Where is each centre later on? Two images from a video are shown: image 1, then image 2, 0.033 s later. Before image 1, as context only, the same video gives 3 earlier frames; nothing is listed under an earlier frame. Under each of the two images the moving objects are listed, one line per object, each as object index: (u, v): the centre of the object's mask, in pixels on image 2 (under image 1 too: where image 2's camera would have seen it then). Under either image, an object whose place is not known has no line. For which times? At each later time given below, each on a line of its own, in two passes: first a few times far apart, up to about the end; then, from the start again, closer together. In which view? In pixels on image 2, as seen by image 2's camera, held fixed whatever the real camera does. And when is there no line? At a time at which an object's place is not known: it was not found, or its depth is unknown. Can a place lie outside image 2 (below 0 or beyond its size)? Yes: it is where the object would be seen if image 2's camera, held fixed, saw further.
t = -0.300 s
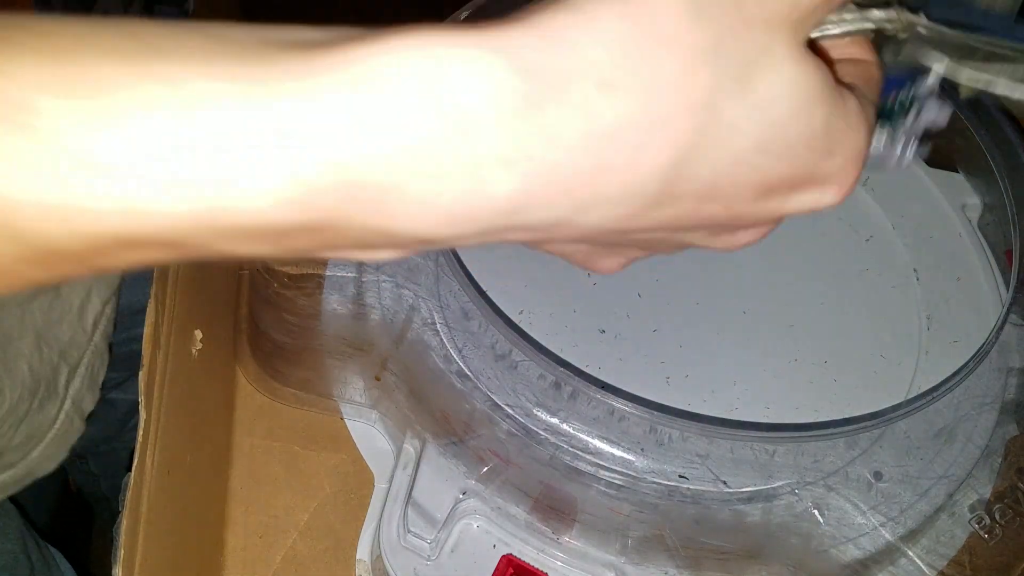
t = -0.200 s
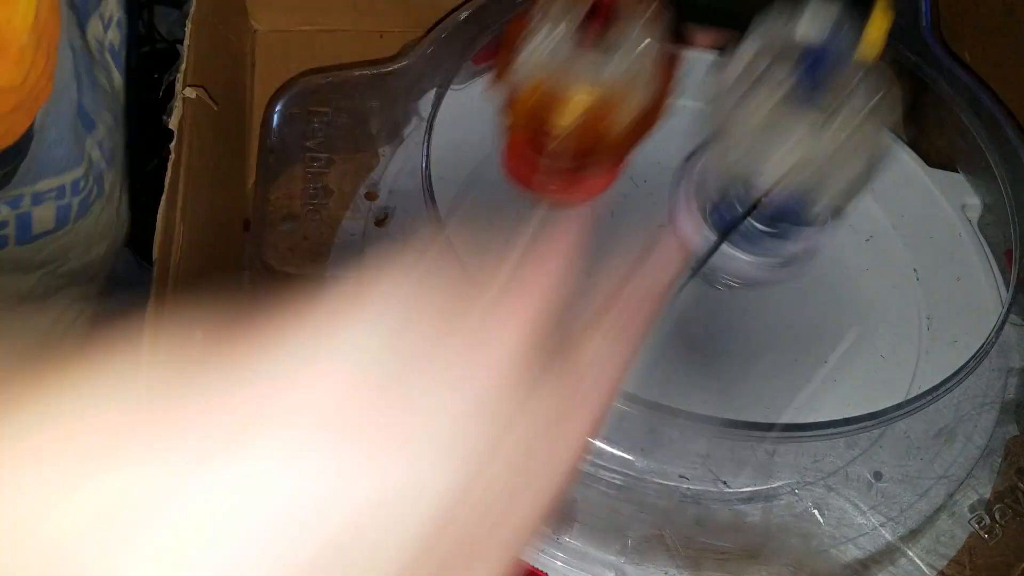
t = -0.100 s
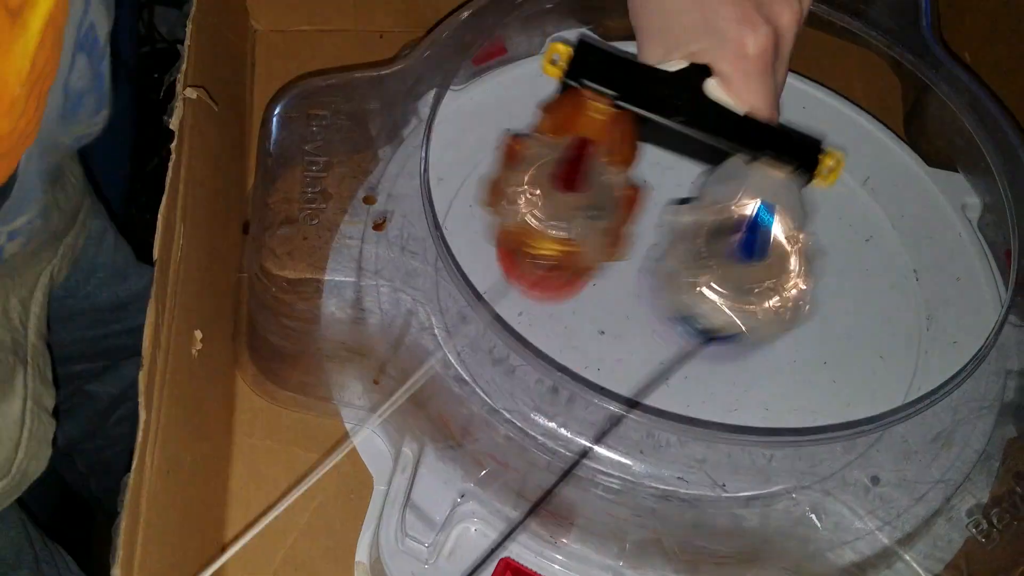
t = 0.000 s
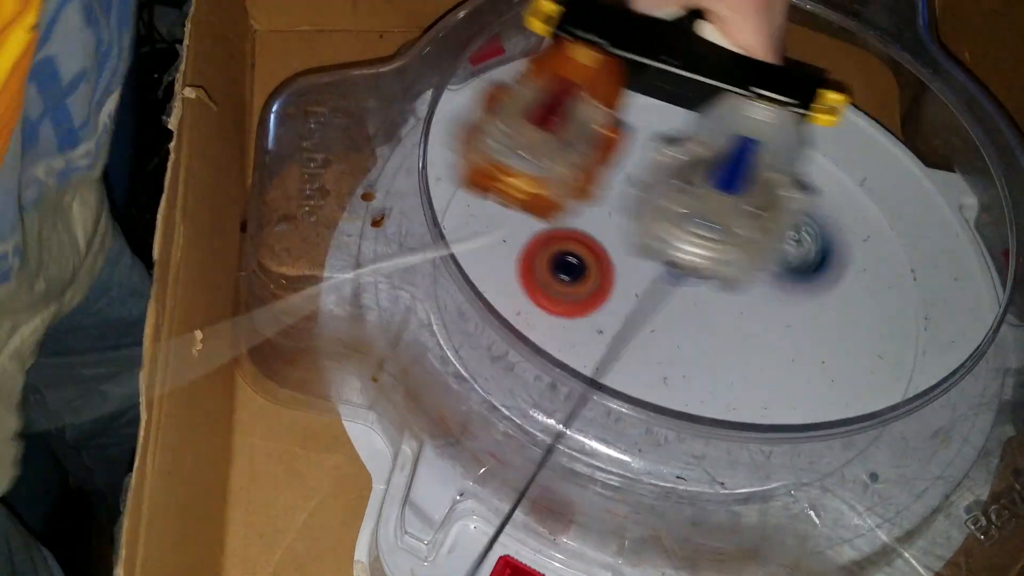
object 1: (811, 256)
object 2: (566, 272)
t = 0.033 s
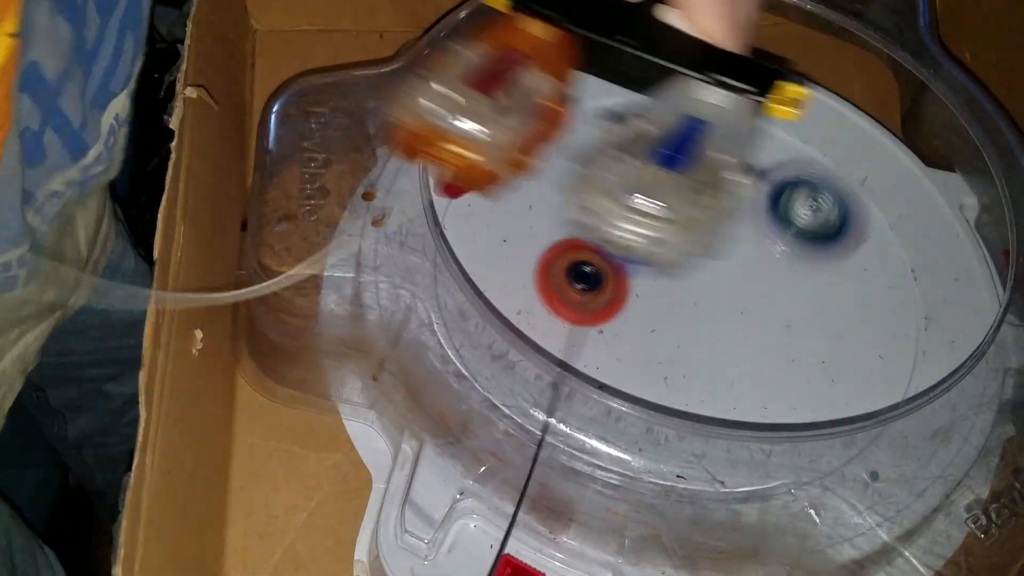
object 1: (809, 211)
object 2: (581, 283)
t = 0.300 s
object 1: (799, 170)
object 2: (741, 269)
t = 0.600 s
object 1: (676, 108)
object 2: (830, 450)
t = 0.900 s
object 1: (691, 256)
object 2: (799, 297)
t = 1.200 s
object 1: (568, 216)
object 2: (801, 244)
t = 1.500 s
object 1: (724, 114)
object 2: (742, 328)
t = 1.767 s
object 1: (899, 376)
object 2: (781, 356)
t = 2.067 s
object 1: (449, 215)
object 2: (643, 316)
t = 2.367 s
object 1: (930, 295)
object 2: (640, 370)
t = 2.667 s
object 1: (469, 193)
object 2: (649, 284)
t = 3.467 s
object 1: (653, 67)
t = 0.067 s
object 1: (819, 190)
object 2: (603, 295)
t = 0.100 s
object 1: (827, 171)
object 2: (621, 289)
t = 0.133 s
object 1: (832, 155)
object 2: (641, 290)
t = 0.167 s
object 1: (835, 144)
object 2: (662, 291)
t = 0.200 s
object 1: (831, 139)
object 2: (683, 289)
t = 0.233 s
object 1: (822, 144)
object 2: (704, 284)
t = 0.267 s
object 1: (811, 154)
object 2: (723, 277)
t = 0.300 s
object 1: (799, 170)
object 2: (741, 269)
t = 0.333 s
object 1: (785, 181)
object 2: (756, 273)
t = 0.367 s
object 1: (775, 150)
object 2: (774, 317)
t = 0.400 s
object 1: (758, 129)
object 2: (791, 358)
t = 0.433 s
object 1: (737, 120)
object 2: (803, 385)
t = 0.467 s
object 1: (724, 107)
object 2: (814, 416)
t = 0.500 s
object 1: (708, 101)
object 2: (823, 440)
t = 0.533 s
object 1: (695, 99)
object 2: (828, 451)
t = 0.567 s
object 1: (684, 101)
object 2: (832, 456)
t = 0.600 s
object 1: (676, 108)
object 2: (830, 450)
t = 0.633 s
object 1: (670, 119)
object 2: (828, 439)
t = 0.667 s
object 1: (667, 132)
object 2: (824, 421)
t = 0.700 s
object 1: (666, 150)
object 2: (817, 394)
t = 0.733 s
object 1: (667, 169)
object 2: (814, 382)
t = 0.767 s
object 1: (671, 189)
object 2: (810, 366)
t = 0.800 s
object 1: (677, 208)
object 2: (806, 347)
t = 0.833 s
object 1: (684, 227)
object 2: (802, 329)
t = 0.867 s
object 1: (689, 243)
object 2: (799, 312)
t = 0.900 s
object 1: (691, 256)
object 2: (799, 297)
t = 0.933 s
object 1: (677, 264)
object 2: (812, 286)
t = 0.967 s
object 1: (661, 268)
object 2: (823, 276)
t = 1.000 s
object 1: (644, 269)
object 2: (831, 270)
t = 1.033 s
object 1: (627, 266)
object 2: (834, 263)
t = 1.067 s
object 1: (611, 260)
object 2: (833, 256)
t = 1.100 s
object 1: (596, 252)
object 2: (828, 252)
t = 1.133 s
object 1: (583, 242)
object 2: (820, 248)
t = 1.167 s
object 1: (573, 230)
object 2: (810, 245)
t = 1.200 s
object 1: (568, 216)
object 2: (801, 244)
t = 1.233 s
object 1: (566, 201)
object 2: (791, 244)
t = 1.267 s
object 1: (568, 185)
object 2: (784, 245)
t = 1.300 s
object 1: (574, 169)
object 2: (777, 250)
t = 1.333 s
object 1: (585, 153)
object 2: (766, 259)
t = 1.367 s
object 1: (602, 137)
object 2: (756, 270)
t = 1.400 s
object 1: (625, 123)
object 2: (748, 284)
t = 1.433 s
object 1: (653, 114)
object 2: (743, 298)
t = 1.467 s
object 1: (686, 110)
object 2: (741, 313)
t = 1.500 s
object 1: (724, 114)
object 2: (742, 328)
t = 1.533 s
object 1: (761, 128)
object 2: (744, 341)
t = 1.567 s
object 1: (801, 149)
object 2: (750, 353)
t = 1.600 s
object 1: (836, 176)
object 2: (759, 360)
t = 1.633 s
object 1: (866, 211)
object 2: (767, 363)
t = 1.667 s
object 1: (889, 249)
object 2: (772, 363)
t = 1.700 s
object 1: (902, 290)
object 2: (777, 361)
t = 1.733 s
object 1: (904, 332)
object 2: (780, 359)
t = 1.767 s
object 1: (899, 376)
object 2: (781, 356)
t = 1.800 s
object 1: (868, 415)
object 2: (775, 347)
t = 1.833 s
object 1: (816, 438)
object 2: (766, 338)
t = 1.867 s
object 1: (749, 448)
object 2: (753, 329)
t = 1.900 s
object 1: (676, 446)
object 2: (737, 321)
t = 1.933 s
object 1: (599, 417)
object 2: (718, 315)
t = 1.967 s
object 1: (537, 378)
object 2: (698, 313)
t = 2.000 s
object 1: (493, 332)
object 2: (678, 311)
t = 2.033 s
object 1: (464, 273)
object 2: (659, 312)
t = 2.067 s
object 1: (449, 215)
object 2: (643, 316)
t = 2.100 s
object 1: (473, 167)
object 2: (630, 322)
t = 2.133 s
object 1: (504, 125)
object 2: (618, 329)
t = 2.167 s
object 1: (552, 92)
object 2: (611, 339)
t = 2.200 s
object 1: (623, 73)
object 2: (607, 347)
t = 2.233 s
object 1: (703, 74)
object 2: (608, 355)
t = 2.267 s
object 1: (781, 96)
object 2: (613, 361)
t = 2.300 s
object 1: (857, 143)
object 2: (621, 367)
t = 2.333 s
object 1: (914, 216)
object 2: (631, 370)
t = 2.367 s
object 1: (930, 295)
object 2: (640, 370)
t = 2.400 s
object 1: (907, 373)
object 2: (649, 367)
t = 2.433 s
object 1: (851, 430)
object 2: (658, 363)
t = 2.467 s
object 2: (666, 358)
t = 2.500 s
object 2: (670, 352)
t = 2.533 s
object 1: (567, 415)
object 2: (673, 341)
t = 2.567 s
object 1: (507, 359)
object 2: (671, 327)
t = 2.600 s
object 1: (468, 302)
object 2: (666, 313)
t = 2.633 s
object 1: (449, 243)
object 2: (659, 298)
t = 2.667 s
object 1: (469, 193)
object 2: (649, 284)
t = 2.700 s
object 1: (483, 148)
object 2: (638, 271)
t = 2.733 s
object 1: (525, 110)
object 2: (626, 260)
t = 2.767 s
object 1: (579, 79)
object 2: (612, 250)
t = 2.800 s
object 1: (648, 71)
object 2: (599, 243)
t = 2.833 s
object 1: (720, 76)
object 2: (584, 238)
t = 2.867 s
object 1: (794, 101)
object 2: (571, 237)
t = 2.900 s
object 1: (862, 148)
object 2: (560, 239)
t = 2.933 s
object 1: (912, 206)
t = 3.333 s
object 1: (475, 167)
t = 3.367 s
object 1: (498, 128)
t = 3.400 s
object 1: (541, 96)
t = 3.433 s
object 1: (589, 75)
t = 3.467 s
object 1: (653, 67)
